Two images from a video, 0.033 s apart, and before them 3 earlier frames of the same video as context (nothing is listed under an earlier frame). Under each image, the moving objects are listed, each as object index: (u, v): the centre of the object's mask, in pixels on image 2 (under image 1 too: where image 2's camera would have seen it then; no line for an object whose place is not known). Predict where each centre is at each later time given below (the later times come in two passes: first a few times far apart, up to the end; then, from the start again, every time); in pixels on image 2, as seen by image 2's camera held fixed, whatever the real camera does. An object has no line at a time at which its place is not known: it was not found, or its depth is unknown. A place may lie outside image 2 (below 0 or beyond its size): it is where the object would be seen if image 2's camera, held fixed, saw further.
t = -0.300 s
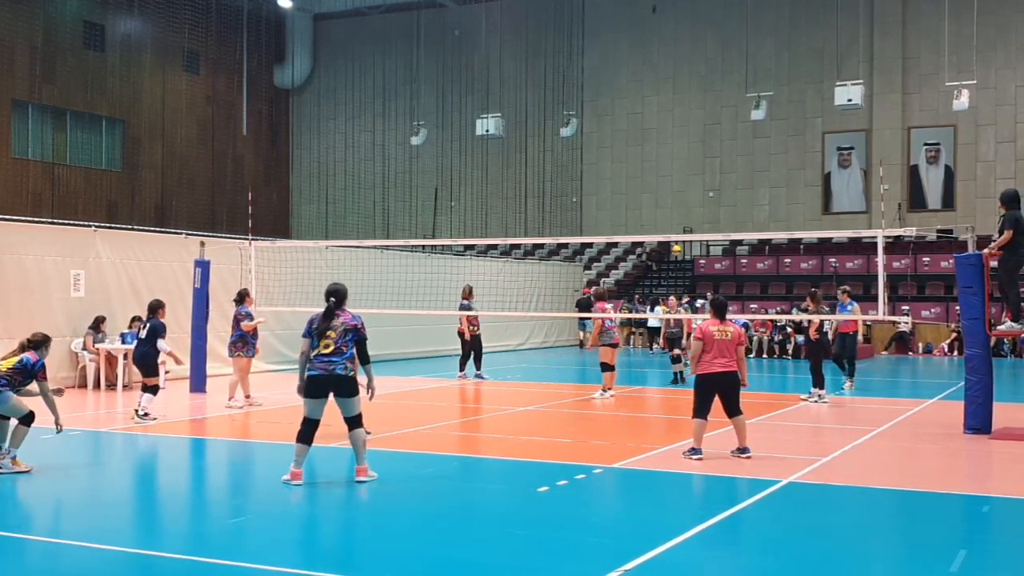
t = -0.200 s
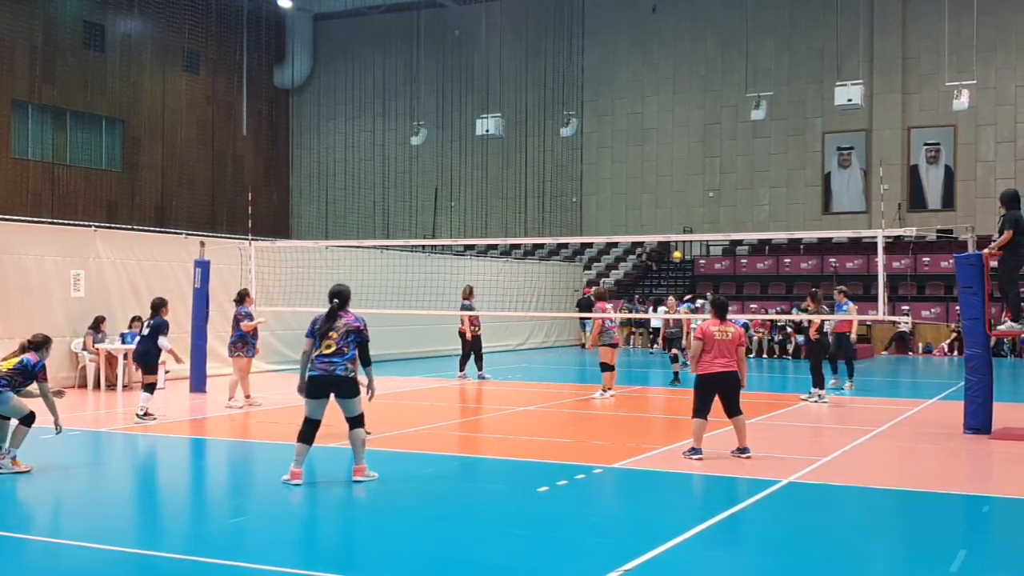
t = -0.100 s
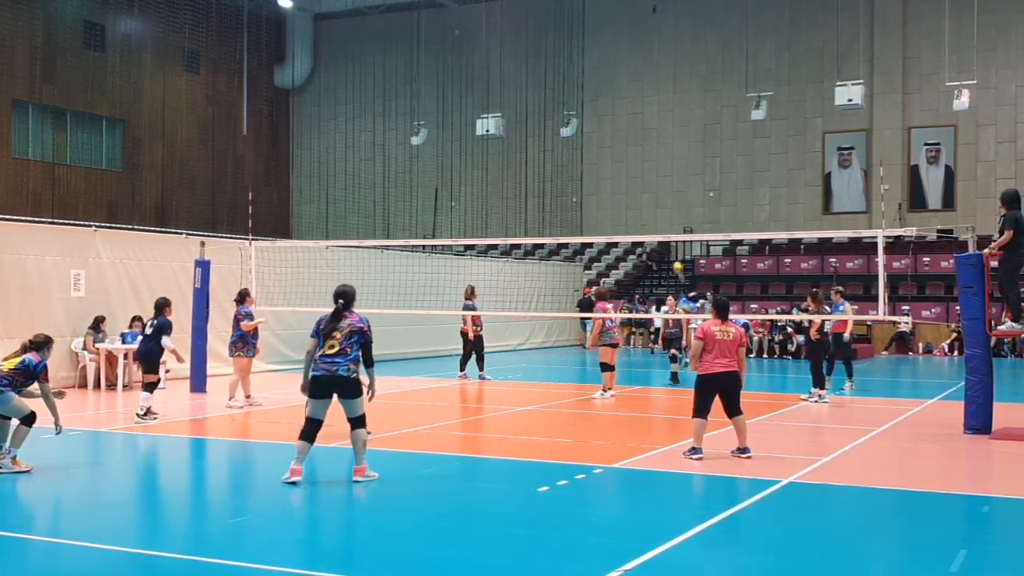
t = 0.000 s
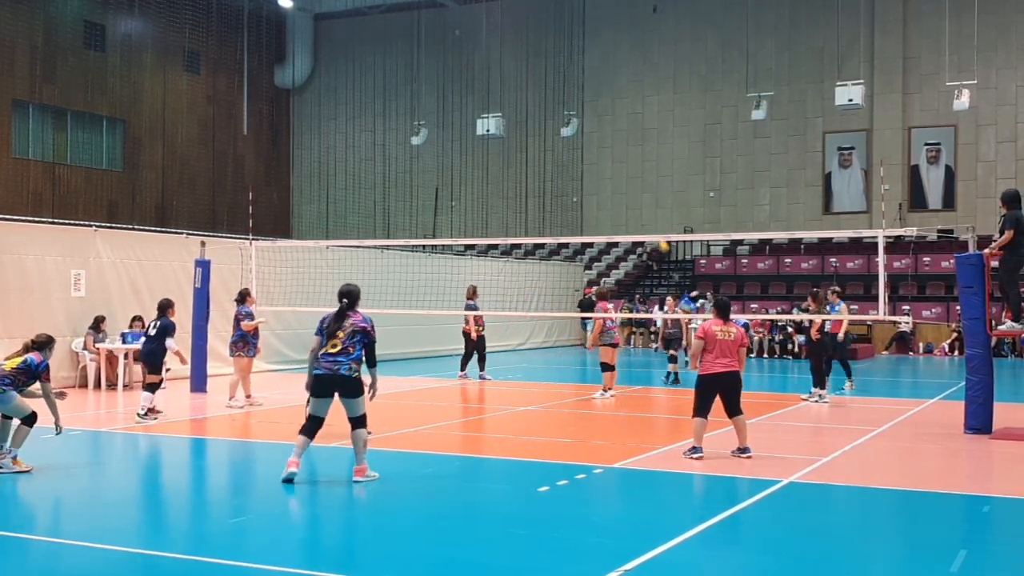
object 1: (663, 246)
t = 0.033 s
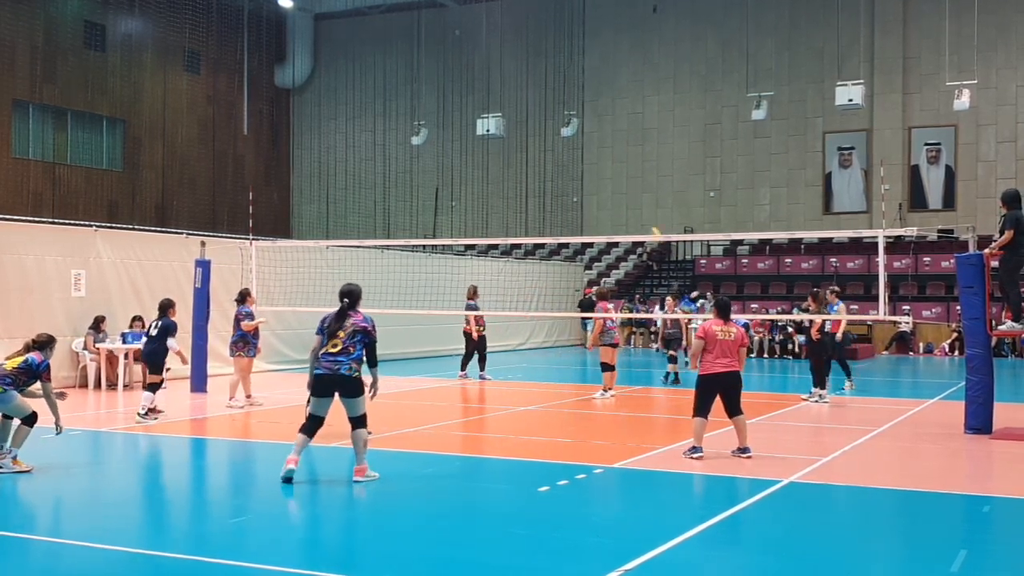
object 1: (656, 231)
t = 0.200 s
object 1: (624, 193)
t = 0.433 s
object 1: (570, 152)
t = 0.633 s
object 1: (522, 139)
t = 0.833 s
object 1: (465, 155)
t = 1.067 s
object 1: (390, 218)
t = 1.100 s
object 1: (379, 229)
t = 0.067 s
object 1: (649, 224)
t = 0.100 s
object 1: (643, 217)
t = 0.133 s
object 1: (636, 208)
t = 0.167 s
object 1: (630, 201)
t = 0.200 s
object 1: (624, 193)
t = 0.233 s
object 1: (616, 185)
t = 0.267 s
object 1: (609, 179)
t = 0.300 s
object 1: (602, 173)
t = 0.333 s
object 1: (595, 167)
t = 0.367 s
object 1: (587, 162)
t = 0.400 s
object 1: (579, 157)
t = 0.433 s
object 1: (570, 152)
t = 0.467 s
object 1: (563, 148)
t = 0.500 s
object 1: (555, 145)
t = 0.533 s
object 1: (548, 143)
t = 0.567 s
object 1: (539, 141)
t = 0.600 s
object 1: (530, 138)
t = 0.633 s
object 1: (522, 139)
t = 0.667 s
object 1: (513, 139)
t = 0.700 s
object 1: (504, 141)
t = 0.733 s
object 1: (495, 143)
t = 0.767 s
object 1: (485, 145)
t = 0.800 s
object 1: (475, 150)
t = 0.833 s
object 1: (465, 155)
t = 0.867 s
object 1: (455, 160)
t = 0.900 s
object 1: (444, 168)
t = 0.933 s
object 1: (434, 176)
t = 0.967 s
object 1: (423, 185)
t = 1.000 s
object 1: (412, 195)
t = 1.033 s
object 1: (403, 205)
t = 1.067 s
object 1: (390, 218)
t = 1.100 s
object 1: (379, 229)
